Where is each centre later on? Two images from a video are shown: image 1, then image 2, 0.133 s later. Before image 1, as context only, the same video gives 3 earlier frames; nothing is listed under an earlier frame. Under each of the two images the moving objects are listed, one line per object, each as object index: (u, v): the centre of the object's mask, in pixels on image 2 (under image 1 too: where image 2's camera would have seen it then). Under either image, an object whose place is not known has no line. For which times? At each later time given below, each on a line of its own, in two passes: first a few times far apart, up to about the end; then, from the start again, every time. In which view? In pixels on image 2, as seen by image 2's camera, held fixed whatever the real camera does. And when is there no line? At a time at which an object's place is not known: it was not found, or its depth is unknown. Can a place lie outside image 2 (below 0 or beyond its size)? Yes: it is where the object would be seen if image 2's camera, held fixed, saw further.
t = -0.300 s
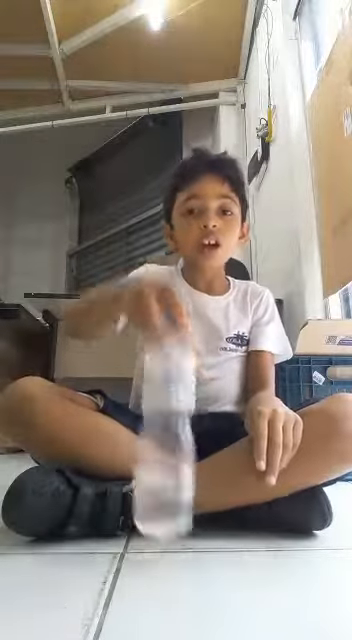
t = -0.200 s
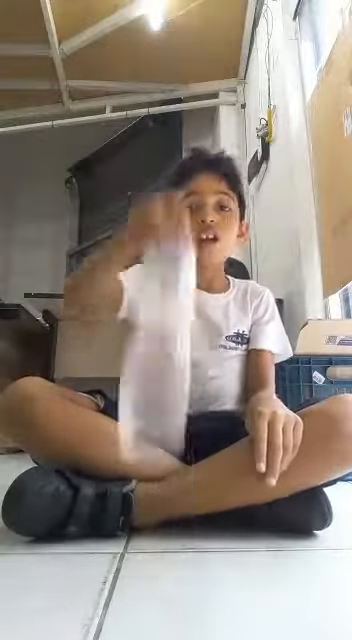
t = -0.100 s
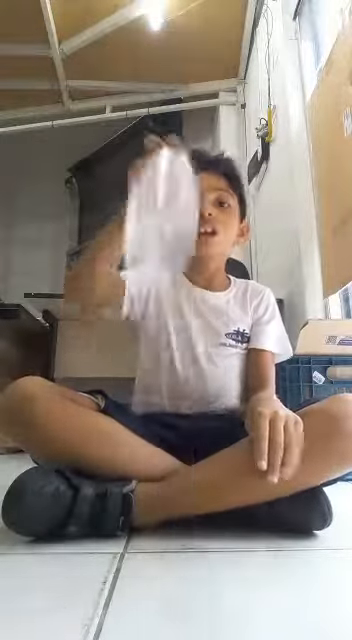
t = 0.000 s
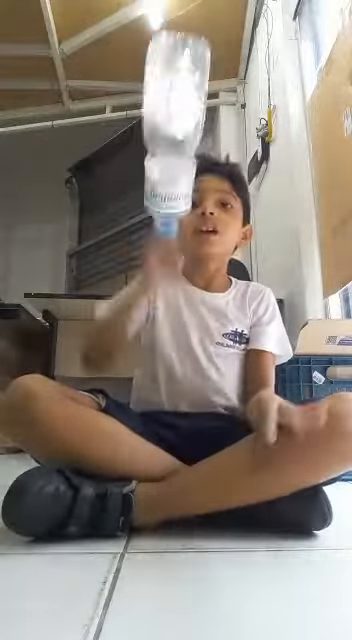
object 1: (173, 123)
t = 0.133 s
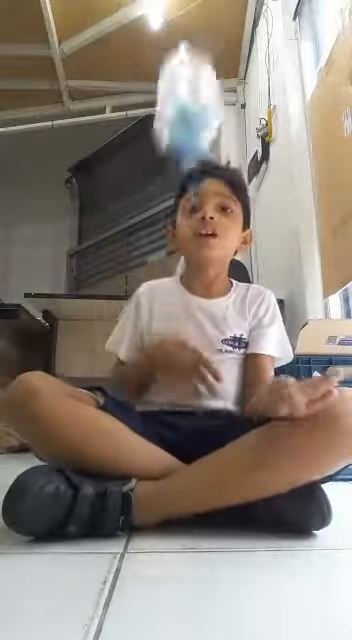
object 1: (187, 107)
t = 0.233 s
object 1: (204, 138)
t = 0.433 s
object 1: (255, 464)
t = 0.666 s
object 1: (308, 535)
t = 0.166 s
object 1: (196, 101)
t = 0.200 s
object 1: (202, 113)
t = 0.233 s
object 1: (204, 138)
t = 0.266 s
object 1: (209, 181)
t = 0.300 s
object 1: (213, 242)
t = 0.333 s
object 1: (219, 313)
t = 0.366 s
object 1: (225, 399)
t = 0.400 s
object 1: (234, 456)
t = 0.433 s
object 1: (255, 464)
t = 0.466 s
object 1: (276, 482)
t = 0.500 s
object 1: (287, 509)
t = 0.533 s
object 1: (290, 541)
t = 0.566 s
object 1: (295, 538)
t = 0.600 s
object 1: (297, 530)
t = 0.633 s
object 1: (302, 533)
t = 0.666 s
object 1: (308, 535)
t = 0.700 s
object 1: (311, 532)
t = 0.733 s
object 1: (314, 530)
